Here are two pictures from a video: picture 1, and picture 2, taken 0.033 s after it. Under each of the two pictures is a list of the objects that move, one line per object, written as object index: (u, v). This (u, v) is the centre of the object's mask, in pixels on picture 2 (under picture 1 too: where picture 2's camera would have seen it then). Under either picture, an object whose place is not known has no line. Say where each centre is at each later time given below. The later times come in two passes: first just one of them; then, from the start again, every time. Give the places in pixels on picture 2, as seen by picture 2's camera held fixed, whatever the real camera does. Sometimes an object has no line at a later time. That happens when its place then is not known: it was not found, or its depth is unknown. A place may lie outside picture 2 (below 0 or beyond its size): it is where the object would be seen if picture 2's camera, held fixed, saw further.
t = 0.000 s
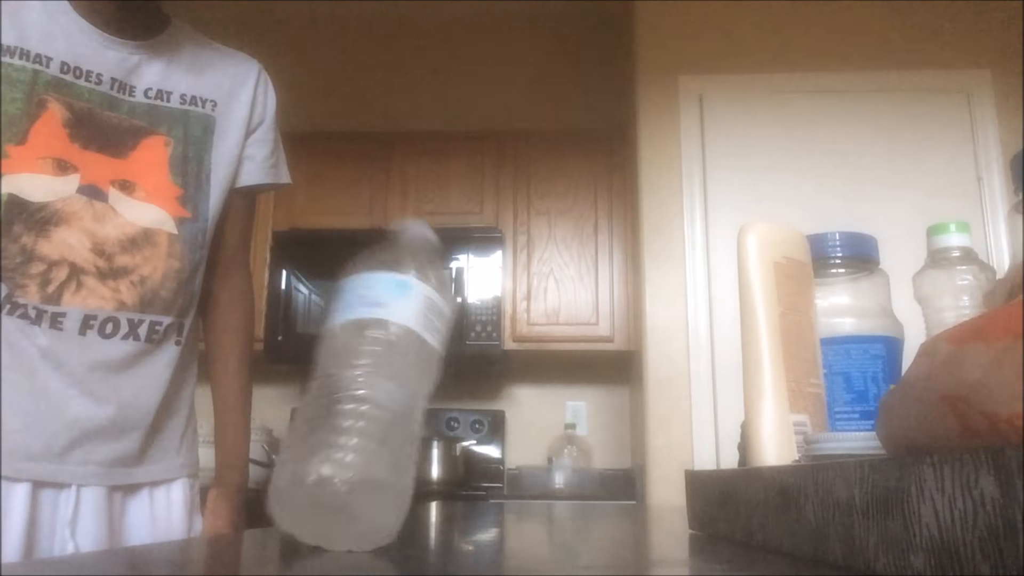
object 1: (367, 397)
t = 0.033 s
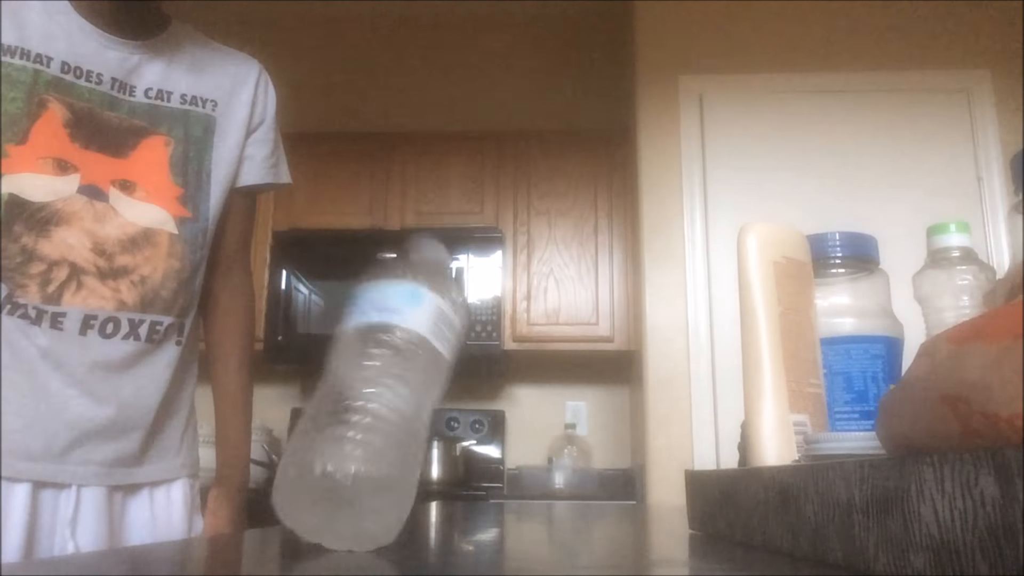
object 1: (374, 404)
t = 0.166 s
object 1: (390, 473)
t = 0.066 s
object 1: (378, 417)
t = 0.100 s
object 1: (382, 429)
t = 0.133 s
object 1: (387, 446)
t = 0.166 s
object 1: (390, 473)
